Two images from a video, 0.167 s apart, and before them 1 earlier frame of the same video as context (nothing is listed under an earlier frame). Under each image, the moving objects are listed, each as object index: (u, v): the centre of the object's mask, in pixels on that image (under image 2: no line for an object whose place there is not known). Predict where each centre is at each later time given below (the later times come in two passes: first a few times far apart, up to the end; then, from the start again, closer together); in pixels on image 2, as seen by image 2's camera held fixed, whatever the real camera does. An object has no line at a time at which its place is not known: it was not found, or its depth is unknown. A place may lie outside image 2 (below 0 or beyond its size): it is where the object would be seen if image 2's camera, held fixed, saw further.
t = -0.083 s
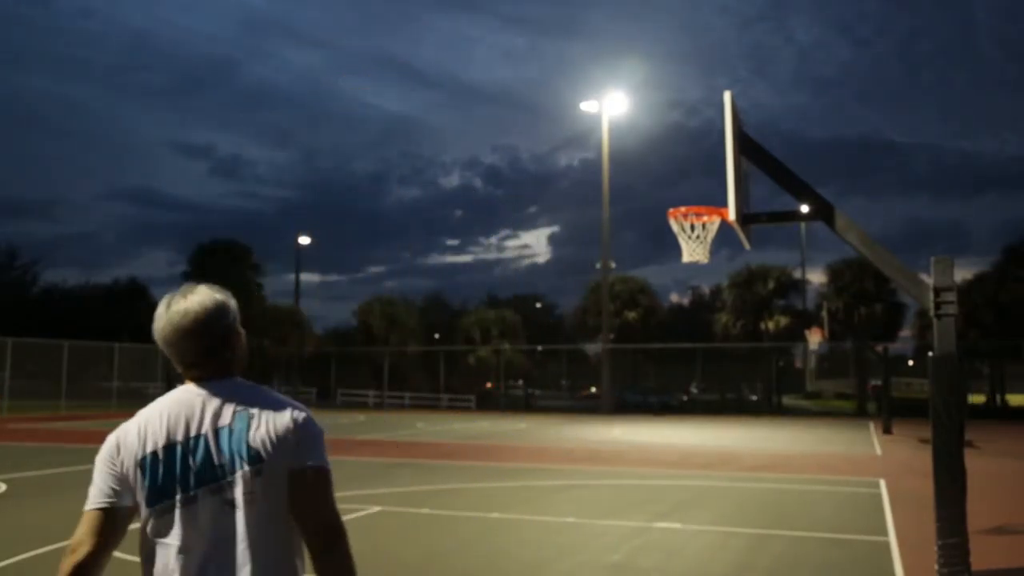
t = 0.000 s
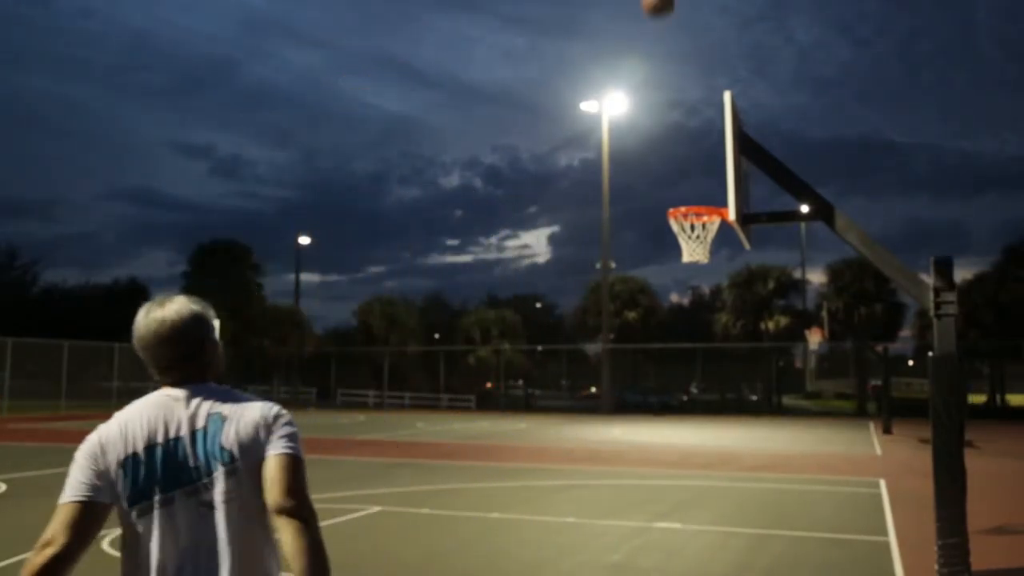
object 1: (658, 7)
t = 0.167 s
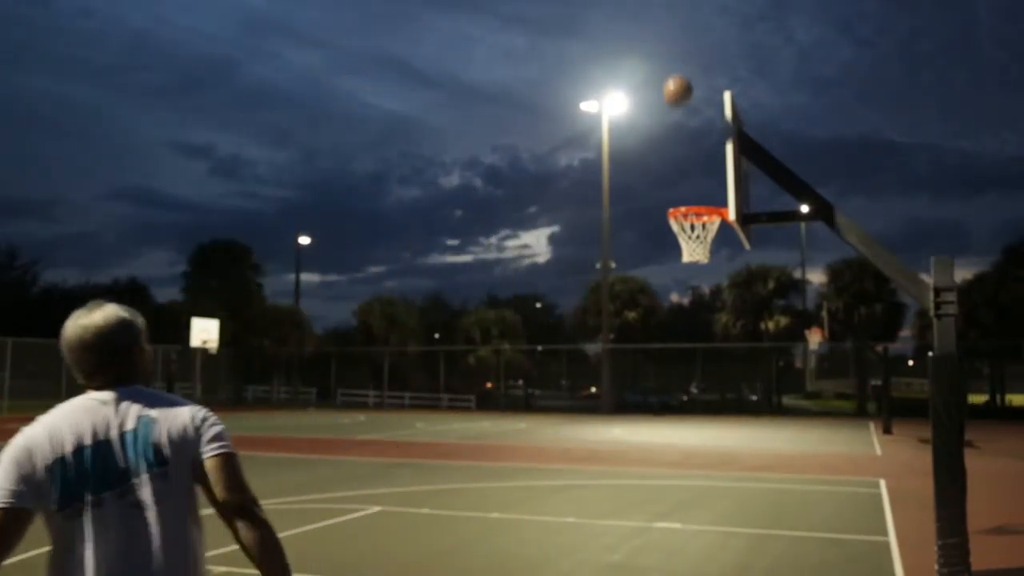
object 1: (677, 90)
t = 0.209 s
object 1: (681, 114)
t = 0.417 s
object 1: (699, 231)
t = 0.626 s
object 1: (693, 250)
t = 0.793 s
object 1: (691, 263)
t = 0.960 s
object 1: (687, 294)
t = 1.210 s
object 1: (687, 414)
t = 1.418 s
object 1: (684, 547)
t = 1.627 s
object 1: (683, 447)
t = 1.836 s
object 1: (678, 396)
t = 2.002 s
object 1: (678, 392)
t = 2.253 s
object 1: (681, 451)
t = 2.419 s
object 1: (681, 532)
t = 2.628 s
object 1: (679, 501)
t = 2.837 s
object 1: (676, 465)
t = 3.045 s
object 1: (674, 481)
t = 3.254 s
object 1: (672, 553)
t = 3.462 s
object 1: (669, 517)
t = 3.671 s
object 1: (665, 507)
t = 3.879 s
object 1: (662, 554)
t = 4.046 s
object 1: (659, 541)
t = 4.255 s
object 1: (655, 534)
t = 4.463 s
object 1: (652, 563)
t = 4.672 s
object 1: (648, 548)
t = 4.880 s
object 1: (645, 564)
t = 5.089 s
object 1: (639, 561)
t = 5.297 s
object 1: (634, 562)
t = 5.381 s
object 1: (632, 564)
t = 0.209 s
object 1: (681, 114)
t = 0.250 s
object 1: (686, 140)
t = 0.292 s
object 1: (690, 166)
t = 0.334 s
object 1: (694, 192)
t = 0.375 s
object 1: (697, 223)
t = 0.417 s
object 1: (699, 231)
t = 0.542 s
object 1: (695, 243)
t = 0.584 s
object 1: (692, 247)
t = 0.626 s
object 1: (693, 250)
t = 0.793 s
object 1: (691, 263)
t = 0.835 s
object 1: (691, 266)
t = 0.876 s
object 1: (690, 274)
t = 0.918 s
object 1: (689, 283)
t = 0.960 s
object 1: (687, 294)
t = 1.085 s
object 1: (685, 344)
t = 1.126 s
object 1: (685, 365)
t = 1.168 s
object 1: (685, 389)
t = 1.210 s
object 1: (687, 414)
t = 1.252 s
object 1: (686, 444)
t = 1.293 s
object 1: (686, 473)
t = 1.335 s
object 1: (685, 505)
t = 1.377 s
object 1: (684, 540)
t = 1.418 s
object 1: (684, 547)
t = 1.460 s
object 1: (684, 523)
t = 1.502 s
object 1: (684, 501)
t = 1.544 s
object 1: (683, 481)
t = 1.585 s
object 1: (683, 463)
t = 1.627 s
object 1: (683, 447)
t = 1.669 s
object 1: (682, 433)
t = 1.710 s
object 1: (682, 420)
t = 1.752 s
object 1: (681, 410)
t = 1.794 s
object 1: (680, 403)
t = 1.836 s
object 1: (678, 396)
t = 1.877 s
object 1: (678, 392)
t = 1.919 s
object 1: (678, 390)
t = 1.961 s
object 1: (678, 390)
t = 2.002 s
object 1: (678, 392)
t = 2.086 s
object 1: (678, 403)
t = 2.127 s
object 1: (680, 411)
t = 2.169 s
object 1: (681, 422)
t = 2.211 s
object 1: (680, 436)
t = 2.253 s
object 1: (681, 451)
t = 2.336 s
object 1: (681, 487)
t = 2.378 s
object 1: (681, 508)
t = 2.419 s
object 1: (681, 532)
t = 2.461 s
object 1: (681, 559)
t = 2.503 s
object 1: (681, 547)
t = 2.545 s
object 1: (681, 530)
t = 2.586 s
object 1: (680, 514)
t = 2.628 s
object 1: (679, 501)
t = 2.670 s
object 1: (679, 490)
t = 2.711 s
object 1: (678, 481)
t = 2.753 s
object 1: (678, 474)
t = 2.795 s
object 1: (677, 468)
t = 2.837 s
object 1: (676, 465)
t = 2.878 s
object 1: (676, 464)
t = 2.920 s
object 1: (675, 465)
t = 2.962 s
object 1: (675, 468)
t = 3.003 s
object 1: (674, 474)
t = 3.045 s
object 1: (674, 481)
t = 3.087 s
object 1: (674, 491)
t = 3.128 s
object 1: (674, 503)
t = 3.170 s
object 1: (673, 517)
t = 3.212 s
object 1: (673, 534)
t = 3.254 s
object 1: (672, 553)
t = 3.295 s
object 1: (672, 561)
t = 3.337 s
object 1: (671, 548)
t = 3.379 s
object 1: (670, 536)
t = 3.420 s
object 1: (669, 525)
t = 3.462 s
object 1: (669, 517)
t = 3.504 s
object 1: (668, 511)
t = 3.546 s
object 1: (667, 507)
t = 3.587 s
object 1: (666, 505)
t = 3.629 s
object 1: (666, 506)
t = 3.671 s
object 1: (665, 507)
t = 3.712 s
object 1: (664, 512)
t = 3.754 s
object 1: (664, 519)
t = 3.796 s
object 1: (663, 528)
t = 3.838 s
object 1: (662, 540)
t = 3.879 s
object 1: (662, 554)
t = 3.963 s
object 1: (660, 559)
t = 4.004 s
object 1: (660, 549)
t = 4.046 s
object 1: (659, 541)
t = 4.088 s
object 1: (658, 535)
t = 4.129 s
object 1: (658, 532)
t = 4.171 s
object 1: (657, 530)
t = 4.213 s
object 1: (656, 531)
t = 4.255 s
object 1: (655, 534)
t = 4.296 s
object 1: (655, 540)
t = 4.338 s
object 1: (655, 547)
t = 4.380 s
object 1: (654, 557)
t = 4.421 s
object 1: (653, 564)
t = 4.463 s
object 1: (652, 563)
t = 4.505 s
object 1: (652, 558)
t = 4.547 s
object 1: (651, 552)
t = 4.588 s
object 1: (650, 549)
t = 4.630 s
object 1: (649, 548)
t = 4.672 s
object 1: (648, 548)
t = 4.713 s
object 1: (648, 551)
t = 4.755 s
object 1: (647, 557)
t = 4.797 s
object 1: (646, 562)
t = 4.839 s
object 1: (645, 566)
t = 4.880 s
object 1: (645, 564)
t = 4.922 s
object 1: (643, 561)
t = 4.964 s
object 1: (642, 559)
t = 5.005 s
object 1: (641, 558)
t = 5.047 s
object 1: (641, 559)
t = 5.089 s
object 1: (639, 561)
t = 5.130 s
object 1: (638, 564)
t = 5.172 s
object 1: (637, 568)
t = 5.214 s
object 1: (636, 565)
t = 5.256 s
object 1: (635, 563)
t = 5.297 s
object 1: (634, 562)
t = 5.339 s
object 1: (633, 563)
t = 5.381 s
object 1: (632, 564)
